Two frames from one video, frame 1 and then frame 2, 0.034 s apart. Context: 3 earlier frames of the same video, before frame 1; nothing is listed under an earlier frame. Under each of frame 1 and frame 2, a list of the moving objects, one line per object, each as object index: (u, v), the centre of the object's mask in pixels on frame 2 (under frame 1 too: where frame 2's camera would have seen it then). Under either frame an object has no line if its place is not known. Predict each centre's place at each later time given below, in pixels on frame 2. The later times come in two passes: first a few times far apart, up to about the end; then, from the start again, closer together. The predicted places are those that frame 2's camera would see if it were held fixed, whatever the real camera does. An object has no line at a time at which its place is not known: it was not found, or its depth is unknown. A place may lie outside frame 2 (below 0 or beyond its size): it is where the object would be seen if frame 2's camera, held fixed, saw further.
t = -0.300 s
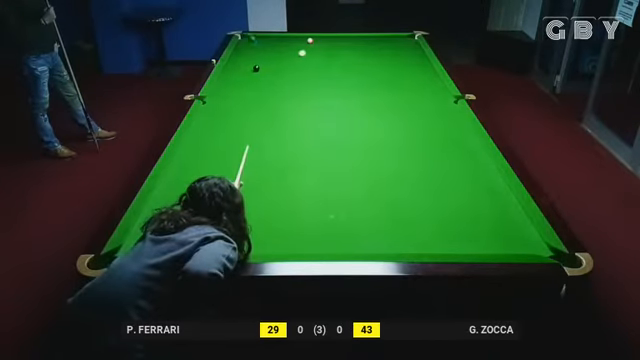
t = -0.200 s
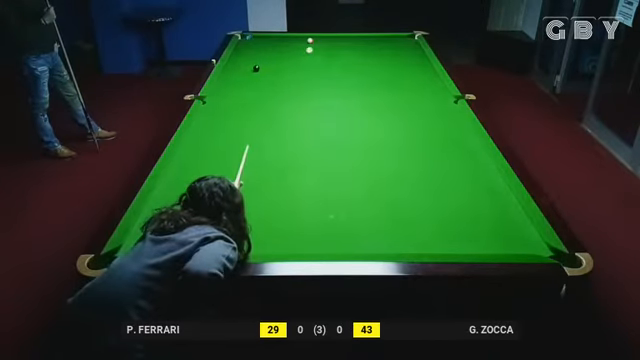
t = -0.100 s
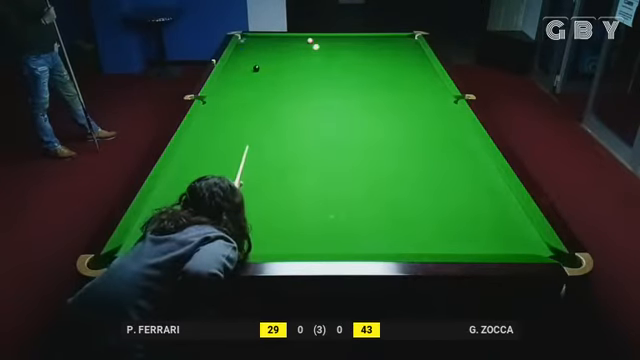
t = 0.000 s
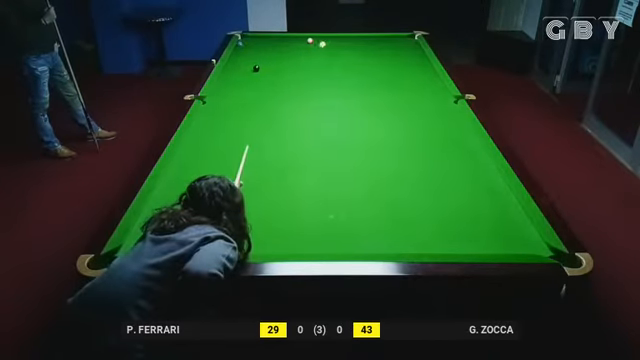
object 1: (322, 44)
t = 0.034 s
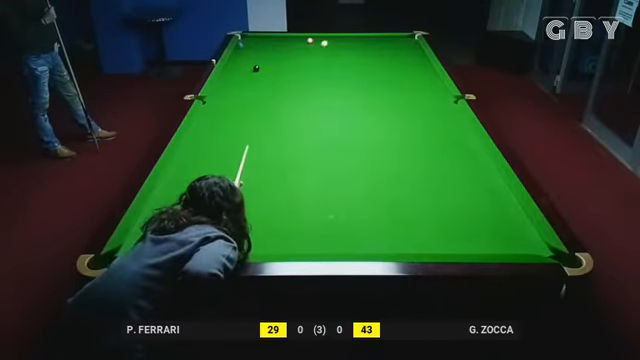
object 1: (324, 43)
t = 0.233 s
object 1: (336, 38)
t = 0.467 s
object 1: (347, 39)
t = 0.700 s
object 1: (358, 42)
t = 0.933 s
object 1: (369, 47)
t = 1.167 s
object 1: (380, 51)
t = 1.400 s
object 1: (391, 55)
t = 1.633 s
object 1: (402, 59)
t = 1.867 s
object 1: (414, 63)
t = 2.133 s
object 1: (427, 68)
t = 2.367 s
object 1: (432, 72)
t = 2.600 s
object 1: (429, 76)
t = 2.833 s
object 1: (426, 79)
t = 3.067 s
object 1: (422, 82)
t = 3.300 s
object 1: (419, 85)
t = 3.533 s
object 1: (416, 88)
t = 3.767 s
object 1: (413, 91)
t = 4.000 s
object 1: (411, 94)
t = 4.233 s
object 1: (408, 96)
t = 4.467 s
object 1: (406, 98)
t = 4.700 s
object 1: (404, 101)
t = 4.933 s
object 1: (402, 102)
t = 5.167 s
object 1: (400, 104)
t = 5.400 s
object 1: (399, 105)
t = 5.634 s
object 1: (397, 106)
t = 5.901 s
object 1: (396, 107)
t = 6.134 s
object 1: (395, 108)
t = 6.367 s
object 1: (395, 108)
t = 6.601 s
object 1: (395, 108)
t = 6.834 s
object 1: (395, 108)
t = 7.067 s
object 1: (395, 108)
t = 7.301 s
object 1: (395, 108)
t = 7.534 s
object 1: (395, 108)
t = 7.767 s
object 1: (395, 108)
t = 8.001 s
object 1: (395, 108)
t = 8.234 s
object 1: (395, 108)
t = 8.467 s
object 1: (395, 108)
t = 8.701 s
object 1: (395, 108)
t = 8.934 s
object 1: (395, 108)
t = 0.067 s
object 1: (326, 42)
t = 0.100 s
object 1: (328, 41)
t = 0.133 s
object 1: (330, 40)
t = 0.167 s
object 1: (332, 40)
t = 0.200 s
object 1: (334, 39)
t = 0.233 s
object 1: (336, 38)
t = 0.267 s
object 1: (338, 37)
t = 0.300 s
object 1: (339, 36)
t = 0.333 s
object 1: (341, 36)
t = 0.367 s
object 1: (343, 37)
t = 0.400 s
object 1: (344, 37)
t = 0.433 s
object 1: (346, 38)
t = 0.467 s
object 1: (347, 39)
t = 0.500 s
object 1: (349, 39)
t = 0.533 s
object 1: (350, 40)
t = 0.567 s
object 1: (352, 40)
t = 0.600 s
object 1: (353, 41)
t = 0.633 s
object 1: (355, 41)
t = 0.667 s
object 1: (356, 42)
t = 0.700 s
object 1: (358, 42)
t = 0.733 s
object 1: (359, 43)
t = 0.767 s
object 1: (361, 43)
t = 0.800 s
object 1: (363, 44)
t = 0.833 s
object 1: (364, 45)
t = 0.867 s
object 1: (366, 45)
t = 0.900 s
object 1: (367, 46)
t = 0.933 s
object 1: (369, 47)
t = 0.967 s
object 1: (370, 47)
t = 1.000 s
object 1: (372, 48)
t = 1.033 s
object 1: (374, 48)
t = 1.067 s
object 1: (375, 49)
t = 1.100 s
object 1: (377, 49)
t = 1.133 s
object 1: (378, 50)
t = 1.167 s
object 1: (380, 51)
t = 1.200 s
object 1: (381, 51)
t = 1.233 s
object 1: (383, 52)
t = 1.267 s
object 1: (385, 52)
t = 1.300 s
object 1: (386, 53)
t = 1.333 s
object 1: (388, 54)
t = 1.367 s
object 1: (389, 54)
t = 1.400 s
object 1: (391, 55)
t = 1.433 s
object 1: (393, 55)
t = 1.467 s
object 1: (394, 56)
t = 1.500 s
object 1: (396, 57)
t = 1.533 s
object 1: (397, 57)
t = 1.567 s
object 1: (399, 58)
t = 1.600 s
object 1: (401, 59)
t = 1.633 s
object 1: (402, 59)
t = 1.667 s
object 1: (404, 60)
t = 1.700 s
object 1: (406, 60)
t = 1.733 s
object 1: (407, 61)
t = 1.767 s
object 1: (409, 62)
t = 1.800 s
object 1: (411, 62)
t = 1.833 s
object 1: (412, 63)
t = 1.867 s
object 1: (414, 63)
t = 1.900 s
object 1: (415, 64)
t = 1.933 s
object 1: (417, 65)
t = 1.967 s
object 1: (419, 65)
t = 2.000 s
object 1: (420, 66)
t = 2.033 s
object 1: (422, 67)
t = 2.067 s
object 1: (423, 67)
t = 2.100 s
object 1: (425, 68)
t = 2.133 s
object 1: (427, 68)
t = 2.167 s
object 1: (428, 69)
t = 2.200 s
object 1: (430, 70)
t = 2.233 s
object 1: (432, 70)
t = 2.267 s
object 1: (433, 71)
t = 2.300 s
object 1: (433, 71)
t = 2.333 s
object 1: (433, 72)
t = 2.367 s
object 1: (432, 72)
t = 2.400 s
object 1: (432, 73)
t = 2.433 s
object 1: (431, 73)
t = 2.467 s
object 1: (431, 74)
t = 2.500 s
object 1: (430, 74)
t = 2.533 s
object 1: (430, 75)
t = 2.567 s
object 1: (429, 75)
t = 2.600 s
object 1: (429, 76)
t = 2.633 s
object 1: (428, 76)
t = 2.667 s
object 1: (428, 77)
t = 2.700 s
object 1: (427, 77)
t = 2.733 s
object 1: (427, 78)
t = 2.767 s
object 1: (426, 78)
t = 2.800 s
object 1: (426, 79)
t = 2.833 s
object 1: (426, 79)
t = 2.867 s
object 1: (425, 80)
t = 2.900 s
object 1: (424, 80)
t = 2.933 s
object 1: (424, 80)
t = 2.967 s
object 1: (423, 81)
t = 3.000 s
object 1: (423, 81)
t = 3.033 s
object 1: (423, 82)
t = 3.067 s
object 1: (422, 82)
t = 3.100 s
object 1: (422, 83)
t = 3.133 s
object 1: (421, 83)
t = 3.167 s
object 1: (421, 84)
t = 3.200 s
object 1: (420, 84)
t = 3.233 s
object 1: (420, 85)
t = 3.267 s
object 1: (419, 85)
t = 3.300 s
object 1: (419, 85)
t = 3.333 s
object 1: (419, 86)
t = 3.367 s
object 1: (418, 86)
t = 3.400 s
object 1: (418, 87)
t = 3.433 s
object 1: (417, 87)
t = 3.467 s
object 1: (417, 87)
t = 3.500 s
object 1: (417, 88)
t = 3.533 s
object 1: (416, 88)
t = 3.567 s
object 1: (416, 89)
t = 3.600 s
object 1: (415, 89)
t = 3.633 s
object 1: (415, 90)
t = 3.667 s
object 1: (414, 90)
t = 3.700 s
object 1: (414, 90)
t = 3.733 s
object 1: (414, 91)
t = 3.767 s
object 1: (413, 91)
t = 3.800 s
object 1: (413, 92)
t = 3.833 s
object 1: (413, 92)
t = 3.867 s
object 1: (412, 92)
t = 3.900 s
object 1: (412, 93)
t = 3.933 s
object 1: (411, 93)
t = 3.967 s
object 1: (411, 93)
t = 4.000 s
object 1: (411, 94)
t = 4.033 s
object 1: (410, 94)
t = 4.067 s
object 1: (410, 95)
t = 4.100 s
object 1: (409, 95)
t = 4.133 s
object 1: (409, 95)
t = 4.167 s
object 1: (409, 96)
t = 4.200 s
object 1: (409, 96)
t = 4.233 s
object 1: (408, 96)
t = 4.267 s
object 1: (408, 97)
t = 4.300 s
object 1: (408, 97)
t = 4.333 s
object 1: (407, 97)
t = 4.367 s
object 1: (407, 98)
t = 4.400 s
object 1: (406, 98)
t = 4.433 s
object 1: (406, 98)
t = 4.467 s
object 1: (406, 98)
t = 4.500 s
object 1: (406, 99)
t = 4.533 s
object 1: (405, 99)
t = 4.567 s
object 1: (405, 99)
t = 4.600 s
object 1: (404, 100)
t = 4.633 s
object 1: (404, 100)
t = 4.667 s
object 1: (404, 100)
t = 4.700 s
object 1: (404, 101)
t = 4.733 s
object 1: (403, 101)
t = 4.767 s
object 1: (403, 101)
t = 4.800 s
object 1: (403, 102)
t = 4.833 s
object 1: (402, 102)
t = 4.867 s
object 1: (402, 102)
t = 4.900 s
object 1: (402, 102)
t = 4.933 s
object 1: (402, 102)
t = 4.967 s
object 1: (401, 102)
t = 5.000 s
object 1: (401, 103)
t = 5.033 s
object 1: (401, 103)
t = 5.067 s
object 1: (401, 103)
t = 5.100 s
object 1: (401, 103)
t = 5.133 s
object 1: (400, 104)
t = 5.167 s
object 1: (400, 104)
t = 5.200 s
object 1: (400, 104)
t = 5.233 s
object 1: (399, 104)
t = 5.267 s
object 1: (399, 104)
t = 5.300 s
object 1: (399, 105)
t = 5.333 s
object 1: (399, 105)
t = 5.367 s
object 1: (399, 105)
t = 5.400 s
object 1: (399, 105)
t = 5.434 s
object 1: (398, 105)
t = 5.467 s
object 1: (398, 106)
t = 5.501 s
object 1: (398, 106)
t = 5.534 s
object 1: (398, 106)
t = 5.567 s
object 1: (398, 106)
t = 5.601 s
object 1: (397, 106)
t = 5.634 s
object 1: (397, 106)
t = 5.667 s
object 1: (397, 106)
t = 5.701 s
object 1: (397, 107)
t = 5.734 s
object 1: (397, 107)
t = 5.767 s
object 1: (397, 107)
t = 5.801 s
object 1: (397, 107)
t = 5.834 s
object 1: (396, 107)
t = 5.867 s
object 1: (396, 107)
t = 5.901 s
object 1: (396, 107)
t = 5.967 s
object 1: (396, 107)
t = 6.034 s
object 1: (396, 108)
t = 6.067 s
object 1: (396, 108)
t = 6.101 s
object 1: (395, 108)
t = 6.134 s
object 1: (395, 108)
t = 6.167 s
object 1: (395, 108)
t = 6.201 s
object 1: (395, 108)
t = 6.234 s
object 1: (395, 108)
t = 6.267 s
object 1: (395, 108)
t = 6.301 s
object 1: (395, 108)
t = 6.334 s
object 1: (395, 108)
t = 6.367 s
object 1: (395, 108)
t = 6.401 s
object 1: (395, 108)
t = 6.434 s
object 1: (395, 108)
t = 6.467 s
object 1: (395, 108)
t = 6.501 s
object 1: (395, 108)
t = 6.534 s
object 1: (395, 108)
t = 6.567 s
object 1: (395, 108)
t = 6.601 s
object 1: (395, 108)
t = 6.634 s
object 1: (395, 108)
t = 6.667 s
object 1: (395, 108)
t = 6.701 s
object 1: (395, 108)
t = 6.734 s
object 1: (395, 108)
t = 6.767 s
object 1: (395, 108)
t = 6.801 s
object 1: (395, 108)
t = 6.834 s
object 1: (395, 108)
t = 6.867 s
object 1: (395, 108)
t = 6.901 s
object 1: (395, 108)
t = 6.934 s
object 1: (395, 108)
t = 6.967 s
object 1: (395, 108)
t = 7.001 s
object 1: (395, 108)
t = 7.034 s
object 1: (395, 108)
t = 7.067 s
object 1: (395, 108)
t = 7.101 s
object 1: (395, 108)
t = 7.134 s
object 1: (395, 108)
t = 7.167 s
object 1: (395, 108)
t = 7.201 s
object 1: (395, 108)
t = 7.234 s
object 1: (395, 108)
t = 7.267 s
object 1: (395, 108)
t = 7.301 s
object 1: (395, 108)
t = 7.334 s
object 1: (395, 108)
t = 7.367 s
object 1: (395, 108)
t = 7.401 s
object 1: (395, 108)
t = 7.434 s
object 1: (395, 108)
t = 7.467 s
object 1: (395, 108)
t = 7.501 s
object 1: (395, 108)
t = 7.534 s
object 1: (395, 108)
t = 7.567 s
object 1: (395, 108)
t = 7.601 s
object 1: (395, 108)
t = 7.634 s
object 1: (395, 108)
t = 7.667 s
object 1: (395, 108)
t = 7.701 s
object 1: (395, 108)
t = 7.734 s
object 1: (395, 108)
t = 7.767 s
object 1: (395, 108)
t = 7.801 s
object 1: (395, 108)
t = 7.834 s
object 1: (395, 108)
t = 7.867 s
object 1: (395, 108)
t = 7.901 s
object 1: (395, 108)
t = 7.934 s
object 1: (395, 108)
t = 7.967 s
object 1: (395, 108)
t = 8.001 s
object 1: (395, 108)
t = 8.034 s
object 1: (395, 108)
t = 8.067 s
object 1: (395, 108)
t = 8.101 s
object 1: (395, 108)
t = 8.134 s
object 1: (395, 108)
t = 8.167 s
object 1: (395, 108)
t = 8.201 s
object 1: (395, 108)
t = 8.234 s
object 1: (395, 108)
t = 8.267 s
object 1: (395, 108)
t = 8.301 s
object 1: (395, 108)
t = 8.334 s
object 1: (395, 108)
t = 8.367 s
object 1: (395, 108)
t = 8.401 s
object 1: (395, 108)
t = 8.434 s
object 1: (395, 108)
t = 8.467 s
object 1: (395, 108)
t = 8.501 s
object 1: (395, 108)
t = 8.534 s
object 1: (395, 108)
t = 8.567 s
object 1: (395, 108)
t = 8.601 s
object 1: (395, 108)
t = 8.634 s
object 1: (395, 108)
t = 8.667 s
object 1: (395, 108)
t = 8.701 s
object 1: (395, 108)
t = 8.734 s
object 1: (395, 108)
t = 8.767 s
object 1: (395, 108)
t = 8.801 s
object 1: (395, 108)
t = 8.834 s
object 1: (395, 108)
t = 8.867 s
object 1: (395, 108)
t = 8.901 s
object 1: (395, 108)
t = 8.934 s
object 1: (395, 108)
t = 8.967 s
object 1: (395, 108)
